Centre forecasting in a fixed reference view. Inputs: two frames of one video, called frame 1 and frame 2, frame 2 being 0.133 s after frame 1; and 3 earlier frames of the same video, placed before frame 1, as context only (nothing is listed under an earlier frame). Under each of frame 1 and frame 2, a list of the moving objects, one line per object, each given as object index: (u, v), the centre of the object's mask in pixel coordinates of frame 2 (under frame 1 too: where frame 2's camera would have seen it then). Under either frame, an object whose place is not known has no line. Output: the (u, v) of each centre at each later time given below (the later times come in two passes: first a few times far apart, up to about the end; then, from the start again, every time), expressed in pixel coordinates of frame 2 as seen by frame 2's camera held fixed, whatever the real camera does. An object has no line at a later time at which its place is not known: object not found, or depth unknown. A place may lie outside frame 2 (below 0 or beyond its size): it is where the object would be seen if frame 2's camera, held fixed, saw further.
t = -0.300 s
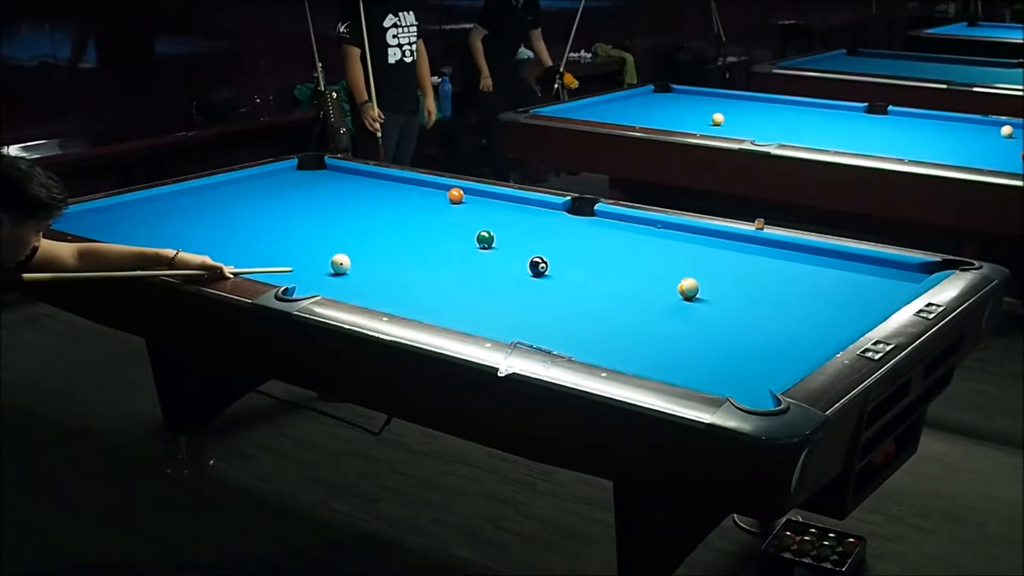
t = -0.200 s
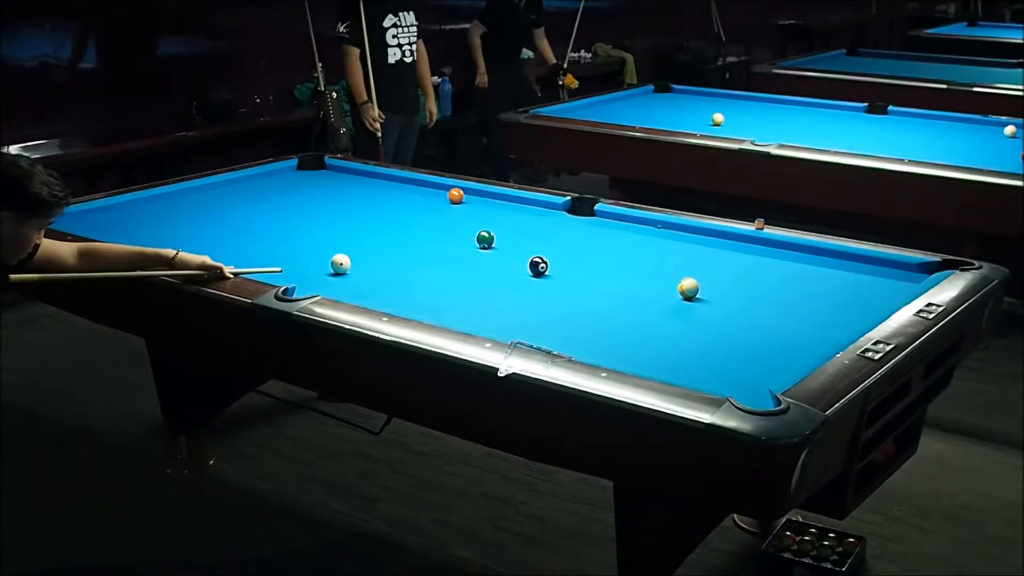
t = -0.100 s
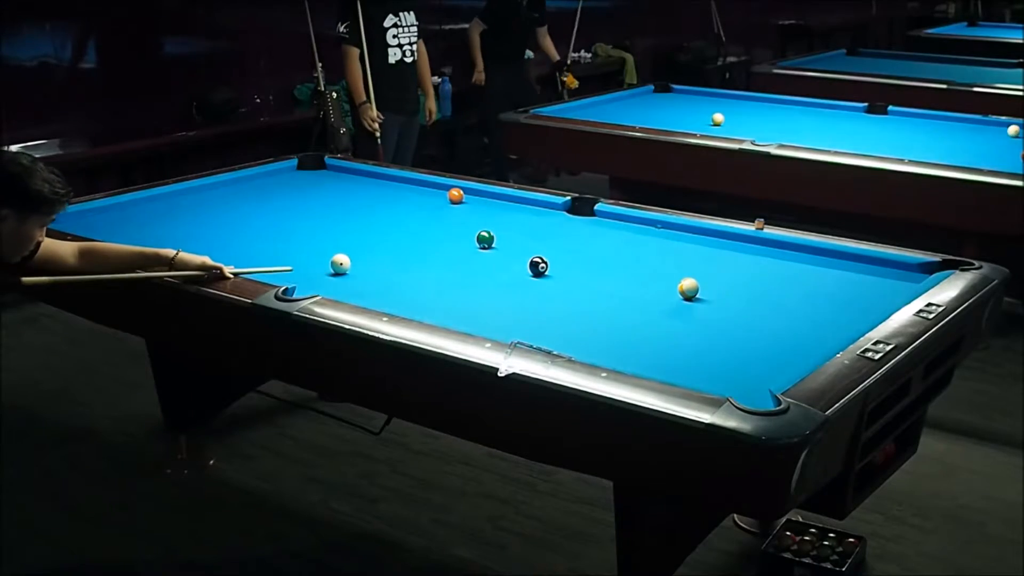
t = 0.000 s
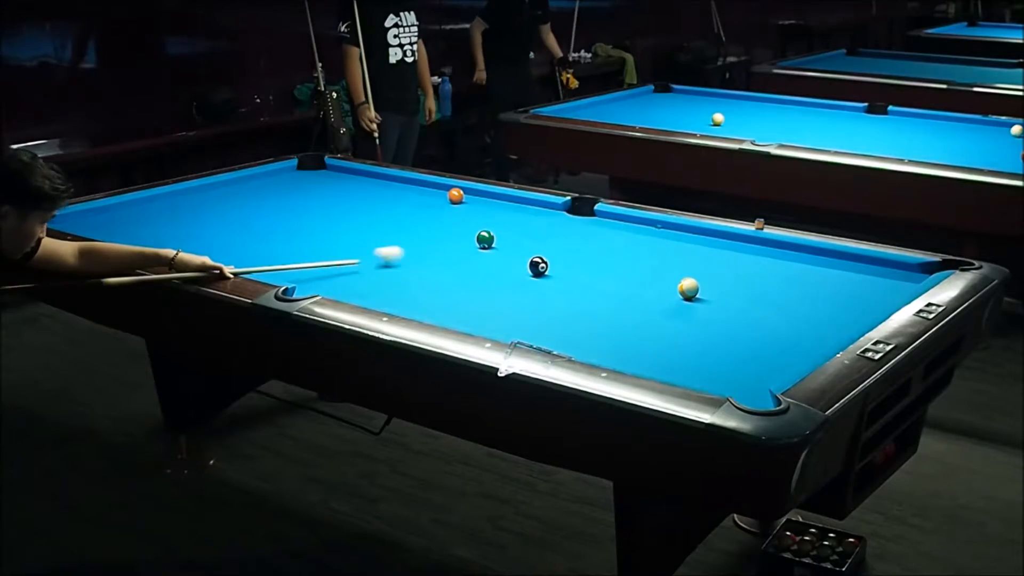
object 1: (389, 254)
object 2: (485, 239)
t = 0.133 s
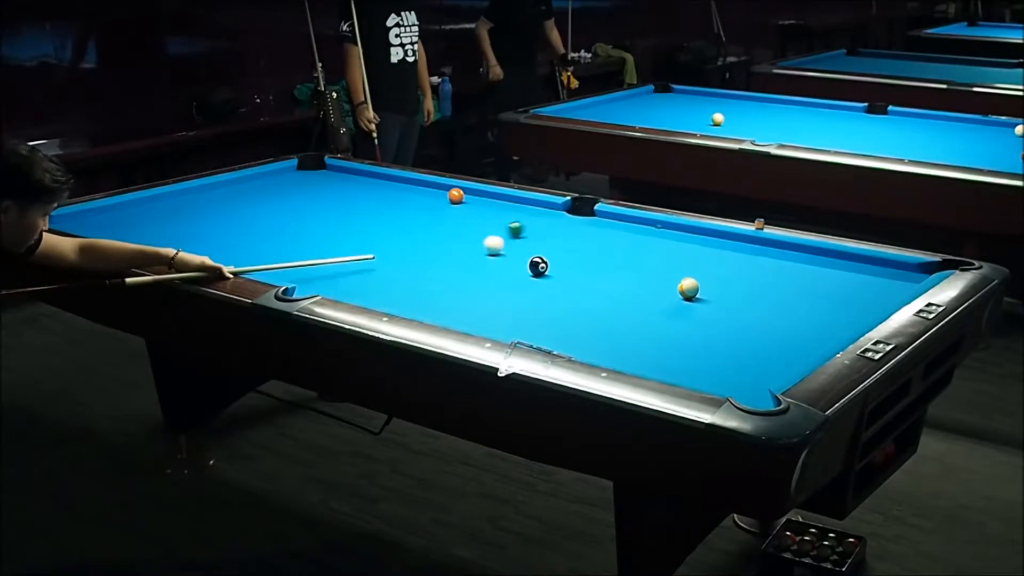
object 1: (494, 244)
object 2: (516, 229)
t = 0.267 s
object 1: (537, 248)
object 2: (580, 208)
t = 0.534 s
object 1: (623, 260)
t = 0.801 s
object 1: (711, 269)
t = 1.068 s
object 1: (800, 279)
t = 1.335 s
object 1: (892, 290)
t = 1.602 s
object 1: (851, 282)
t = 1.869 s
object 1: (802, 274)
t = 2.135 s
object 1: (758, 266)
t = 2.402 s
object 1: (717, 258)
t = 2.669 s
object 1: (681, 252)
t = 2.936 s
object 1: (647, 246)
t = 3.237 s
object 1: (612, 240)
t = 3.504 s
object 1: (584, 235)
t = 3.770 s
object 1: (559, 231)
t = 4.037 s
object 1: (536, 227)
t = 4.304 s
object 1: (515, 223)
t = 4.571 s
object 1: (495, 220)
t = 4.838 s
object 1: (478, 217)
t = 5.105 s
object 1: (463, 214)
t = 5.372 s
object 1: (449, 212)
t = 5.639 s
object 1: (437, 210)
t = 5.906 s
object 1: (427, 208)
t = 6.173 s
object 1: (418, 206)
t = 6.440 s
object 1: (410, 205)
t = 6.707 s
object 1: (403, 204)
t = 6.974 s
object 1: (398, 203)
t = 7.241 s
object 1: (395, 203)
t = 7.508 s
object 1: (393, 203)
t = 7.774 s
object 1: (392, 203)
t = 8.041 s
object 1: (392, 203)
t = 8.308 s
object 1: (392, 203)
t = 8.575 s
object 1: (392, 203)
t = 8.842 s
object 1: (392, 203)
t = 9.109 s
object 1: (392, 203)
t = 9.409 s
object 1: (392, 203)
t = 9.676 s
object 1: (392, 203)
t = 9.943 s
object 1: (392, 203)
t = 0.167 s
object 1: (505, 246)
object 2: (533, 223)
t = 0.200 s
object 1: (516, 247)
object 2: (550, 217)
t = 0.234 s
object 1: (527, 249)
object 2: (567, 211)
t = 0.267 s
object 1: (537, 248)
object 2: (580, 208)
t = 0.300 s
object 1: (548, 250)
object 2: (589, 205)
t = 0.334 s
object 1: (559, 253)
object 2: (581, 210)
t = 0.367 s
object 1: (569, 254)
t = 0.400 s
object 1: (580, 255)
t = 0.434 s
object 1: (591, 256)
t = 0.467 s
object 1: (601, 257)
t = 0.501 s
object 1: (612, 258)
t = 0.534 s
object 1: (623, 260)
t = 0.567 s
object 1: (634, 261)
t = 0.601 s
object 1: (644, 262)
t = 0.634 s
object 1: (655, 263)
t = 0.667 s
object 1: (666, 264)
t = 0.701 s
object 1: (677, 265)
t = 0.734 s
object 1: (689, 267)
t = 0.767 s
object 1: (700, 268)
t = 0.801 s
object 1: (711, 269)
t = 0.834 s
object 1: (722, 271)
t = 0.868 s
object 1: (733, 271)
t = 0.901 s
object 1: (744, 273)
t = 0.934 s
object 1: (755, 275)
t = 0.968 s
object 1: (766, 276)
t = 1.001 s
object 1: (778, 277)
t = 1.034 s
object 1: (789, 278)
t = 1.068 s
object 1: (800, 279)
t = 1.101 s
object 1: (811, 281)
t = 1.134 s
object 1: (823, 282)
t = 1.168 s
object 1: (835, 284)
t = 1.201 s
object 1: (846, 285)
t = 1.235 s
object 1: (857, 286)
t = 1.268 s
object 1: (869, 287)
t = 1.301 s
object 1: (881, 288)
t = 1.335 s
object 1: (892, 290)
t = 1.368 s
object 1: (898, 289)
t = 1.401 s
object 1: (891, 289)
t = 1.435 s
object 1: (884, 288)
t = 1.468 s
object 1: (877, 287)
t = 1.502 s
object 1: (870, 286)
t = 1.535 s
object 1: (864, 285)
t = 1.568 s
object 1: (857, 284)
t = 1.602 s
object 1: (851, 282)
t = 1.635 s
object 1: (845, 281)
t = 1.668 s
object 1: (839, 280)
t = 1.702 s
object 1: (832, 279)
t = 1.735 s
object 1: (826, 278)
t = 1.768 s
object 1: (820, 277)
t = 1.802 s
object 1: (814, 276)
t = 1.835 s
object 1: (808, 275)
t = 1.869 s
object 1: (802, 274)
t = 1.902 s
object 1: (796, 273)
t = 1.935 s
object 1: (791, 272)
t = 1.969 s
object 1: (785, 271)
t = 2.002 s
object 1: (779, 269)
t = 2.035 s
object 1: (774, 269)
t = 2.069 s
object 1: (769, 268)
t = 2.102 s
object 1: (763, 267)
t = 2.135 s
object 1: (758, 266)
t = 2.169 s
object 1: (753, 265)
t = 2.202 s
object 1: (748, 264)
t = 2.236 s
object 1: (742, 263)
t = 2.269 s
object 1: (737, 262)
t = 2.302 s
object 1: (732, 261)
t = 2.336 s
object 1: (727, 260)
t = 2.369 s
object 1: (723, 259)
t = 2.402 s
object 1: (717, 258)
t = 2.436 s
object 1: (713, 258)
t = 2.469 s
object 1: (708, 257)
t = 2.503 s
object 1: (703, 256)
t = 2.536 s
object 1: (699, 255)
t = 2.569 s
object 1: (694, 254)
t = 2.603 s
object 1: (689, 253)
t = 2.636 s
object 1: (685, 253)
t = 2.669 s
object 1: (681, 252)
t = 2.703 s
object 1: (676, 251)
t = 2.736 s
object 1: (672, 250)
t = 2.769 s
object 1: (668, 250)
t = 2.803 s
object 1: (663, 249)
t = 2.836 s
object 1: (659, 248)
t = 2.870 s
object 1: (655, 247)
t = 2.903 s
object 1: (651, 247)
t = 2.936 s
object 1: (647, 246)
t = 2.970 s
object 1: (642, 245)
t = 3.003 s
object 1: (639, 244)
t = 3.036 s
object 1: (635, 244)
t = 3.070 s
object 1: (631, 243)
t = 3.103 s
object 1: (627, 242)
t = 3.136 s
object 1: (623, 242)
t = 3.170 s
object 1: (619, 241)
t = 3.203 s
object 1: (616, 240)
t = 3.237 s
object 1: (612, 240)
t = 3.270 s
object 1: (608, 239)
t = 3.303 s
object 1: (605, 239)
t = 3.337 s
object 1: (601, 238)
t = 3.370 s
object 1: (598, 238)
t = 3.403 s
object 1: (595, 237)
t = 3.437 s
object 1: (591, 236)
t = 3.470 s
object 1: (588, 236)
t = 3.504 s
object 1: (584, 235)
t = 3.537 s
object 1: (581, 234)
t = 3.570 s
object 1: (578, 234)
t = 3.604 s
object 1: (574, 233)
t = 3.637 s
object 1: (572, 233)
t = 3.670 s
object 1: (568, 232)
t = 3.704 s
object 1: (565, 232)
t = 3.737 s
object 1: (562, 231)
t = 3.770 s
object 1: (559, 231)
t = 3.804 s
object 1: (556, 230)
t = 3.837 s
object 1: (553, 230)
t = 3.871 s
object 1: (550, 229)
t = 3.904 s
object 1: (547, 229)
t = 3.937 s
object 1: (544, 228)
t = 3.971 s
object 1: (541, 228)
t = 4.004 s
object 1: (538, 227)
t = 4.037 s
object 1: (536, 227)
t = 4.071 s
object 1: (533, 226)
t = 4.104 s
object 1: (530, 226)
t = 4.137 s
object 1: (528, 225)
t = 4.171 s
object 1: (525, 225)
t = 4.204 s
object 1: (523, 225)
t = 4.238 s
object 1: (520, 224)
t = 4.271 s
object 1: (517, 224)
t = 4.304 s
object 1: (515, 223)
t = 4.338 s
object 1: (512, 223)
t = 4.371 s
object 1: (510, 222)
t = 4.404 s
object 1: (507, 222)
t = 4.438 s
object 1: (505, 222)
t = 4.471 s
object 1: (502, 221)
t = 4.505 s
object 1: (500, 221)
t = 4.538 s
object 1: (498, 220)
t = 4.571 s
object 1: (495, 220)
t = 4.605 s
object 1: (493, 220)
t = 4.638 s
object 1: (491, 219)
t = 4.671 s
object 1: (489, 219)
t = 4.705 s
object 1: (487, 218)
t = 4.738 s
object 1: (484, 218)
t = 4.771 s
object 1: (482, 218)
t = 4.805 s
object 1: (480, 217)
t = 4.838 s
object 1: (478, 217)
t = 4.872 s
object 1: (476, 217)
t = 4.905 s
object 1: (474, 216)
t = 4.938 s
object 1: (472, 216)
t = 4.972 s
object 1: (470, 215)
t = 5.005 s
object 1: (468, 215)
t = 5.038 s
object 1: (467, 215)
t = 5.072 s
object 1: (465, 215)
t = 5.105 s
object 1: (463, 214)
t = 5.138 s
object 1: (461, 214)
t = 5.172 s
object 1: (459, 214)
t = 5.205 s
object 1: (457, 213)
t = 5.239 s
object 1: (456, 213)
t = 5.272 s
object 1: (454, 213)
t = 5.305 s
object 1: (452, 212)
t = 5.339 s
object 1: (451, 212)
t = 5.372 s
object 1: (449, 212)
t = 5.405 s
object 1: (447, 212)
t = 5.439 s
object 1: (446, 211)
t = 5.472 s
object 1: (444, 211)
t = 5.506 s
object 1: (443, 211)
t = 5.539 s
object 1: (441, 210)
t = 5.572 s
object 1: (440, 210)
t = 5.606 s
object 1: (439, 210)
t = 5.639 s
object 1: (437, 210)
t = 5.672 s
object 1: (436, 209)
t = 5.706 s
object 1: (434, 209)
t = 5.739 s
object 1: (433, 209)
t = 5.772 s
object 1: (432, 209)
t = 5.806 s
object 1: (430, 209)
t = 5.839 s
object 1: (429, 208)
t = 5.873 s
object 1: (428, 208)
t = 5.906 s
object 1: (427, 208)
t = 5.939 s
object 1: (426, 208)
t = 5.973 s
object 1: (425, 207)
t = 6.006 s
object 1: (423, 207)
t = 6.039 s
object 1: (422, 207)
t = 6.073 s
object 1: (421, 207)
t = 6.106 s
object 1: (420, 206)
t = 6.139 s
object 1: (419, 206)
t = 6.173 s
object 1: (418, 206)
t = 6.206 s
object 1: (417, 206)
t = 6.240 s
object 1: (416, 206)
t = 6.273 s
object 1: (415, 206)
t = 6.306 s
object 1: (414, 205)
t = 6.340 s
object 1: (413, 205)
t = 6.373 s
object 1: (411, 205)
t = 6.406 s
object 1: (411, 205)
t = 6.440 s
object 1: (410, 205)
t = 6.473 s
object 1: (409, 205)
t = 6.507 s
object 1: (408, 205)
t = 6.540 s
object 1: (407, 205)
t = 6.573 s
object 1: (406, 205)
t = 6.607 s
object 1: (405, 205)
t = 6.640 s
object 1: (405, 204)
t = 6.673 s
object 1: (404, 204)
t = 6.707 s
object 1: (403, 204)
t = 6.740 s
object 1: (402, 204)
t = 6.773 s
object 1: (402, 204)
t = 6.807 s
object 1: (401, 204)
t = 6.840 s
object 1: (400, 203)
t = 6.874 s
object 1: (400, 204)
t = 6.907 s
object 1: (399, 204)
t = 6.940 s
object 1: (399, 203)
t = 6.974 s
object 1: (398, 203)
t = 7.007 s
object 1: (397, 203)
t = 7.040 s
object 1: (397, 203)
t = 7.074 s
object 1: (397, 203)
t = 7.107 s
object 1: (396, 203)
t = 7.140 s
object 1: (396, 203)
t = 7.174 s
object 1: (395, 203)
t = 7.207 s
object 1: (395, 203)
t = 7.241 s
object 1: (395, 203)
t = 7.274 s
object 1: (394, 203)
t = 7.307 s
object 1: (394, 203)
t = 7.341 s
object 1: (394, 203)
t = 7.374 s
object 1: (393, 203)
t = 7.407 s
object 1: (393, 203)
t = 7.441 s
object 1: (393, 203)
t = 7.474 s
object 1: (393, 203)
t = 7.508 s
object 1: (393, 203)
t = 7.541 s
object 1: (392, 203)
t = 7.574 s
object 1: (392, 203)
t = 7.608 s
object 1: (392, 203)
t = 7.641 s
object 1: (392, 203)
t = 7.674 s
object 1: (392, 203)
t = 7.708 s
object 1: (392, 203)
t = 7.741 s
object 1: (392, 203)
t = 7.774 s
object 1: (392, 203)
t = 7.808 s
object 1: (392, 203)
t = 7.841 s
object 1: (392, 203)
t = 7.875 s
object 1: (392, 203)
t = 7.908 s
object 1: (392, 203)
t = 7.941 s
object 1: (392, 203)
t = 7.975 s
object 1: (392, 203)
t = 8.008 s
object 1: (392, 203)
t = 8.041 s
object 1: (392, 203)
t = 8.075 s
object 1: (392, 203)
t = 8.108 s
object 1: (392, 203)
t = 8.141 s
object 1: (392, 203)
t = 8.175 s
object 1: (392, 203)
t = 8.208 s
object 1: (392, 203)
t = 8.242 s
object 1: (392, 203)
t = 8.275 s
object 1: (392, 203)
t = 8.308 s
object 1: (392, 203)
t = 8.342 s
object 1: (392, 203)
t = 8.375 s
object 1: (392, 203)
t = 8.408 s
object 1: (392, 203)
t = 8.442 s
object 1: (392, 203)
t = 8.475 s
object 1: (392, 203)
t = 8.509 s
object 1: (392, 203)
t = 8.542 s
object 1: (392, 203)
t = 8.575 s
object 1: (392, 203)
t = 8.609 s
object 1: (392, 203)
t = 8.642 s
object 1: (392, 203)
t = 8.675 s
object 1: (392, 203)
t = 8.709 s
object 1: (392, 203)
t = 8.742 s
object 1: (392, 203)
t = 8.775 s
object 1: (392, 203)
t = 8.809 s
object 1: (392, 203)
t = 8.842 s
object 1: (392, 203)
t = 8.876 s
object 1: (392, 203)
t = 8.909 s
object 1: (392, 203)
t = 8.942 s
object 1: (392, 203)
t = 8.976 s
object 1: (392, 203)
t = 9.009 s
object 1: (392, 203)
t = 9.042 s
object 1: (392, 203)
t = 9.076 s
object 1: (392, 203)
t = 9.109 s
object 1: (392, 203)
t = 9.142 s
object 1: (392, 203)
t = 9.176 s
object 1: (392, 203)
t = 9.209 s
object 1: (392, 203)
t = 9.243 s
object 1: (392, 203)
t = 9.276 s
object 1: (392, 203)
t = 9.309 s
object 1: (392, 203)
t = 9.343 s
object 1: (392, 203)
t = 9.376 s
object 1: (392, 203)
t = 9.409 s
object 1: (392, 203)
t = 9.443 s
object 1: (392, 203)
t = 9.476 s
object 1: (392, 203)
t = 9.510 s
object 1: (392, 203)
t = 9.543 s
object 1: (392, 203)
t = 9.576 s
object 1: (392, 203)
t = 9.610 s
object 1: (392, 203)
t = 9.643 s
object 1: (392, 203)
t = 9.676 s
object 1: (392, 203)
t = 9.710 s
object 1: (392, 203)
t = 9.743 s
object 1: (392, 203)
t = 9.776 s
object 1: (392, 203)
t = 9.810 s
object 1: (392, 203)
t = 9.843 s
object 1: (392, 203)
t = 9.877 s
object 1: (392, 203)
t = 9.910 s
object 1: (392, 203)
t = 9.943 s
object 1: (392, 203)
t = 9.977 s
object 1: (392, 203)
